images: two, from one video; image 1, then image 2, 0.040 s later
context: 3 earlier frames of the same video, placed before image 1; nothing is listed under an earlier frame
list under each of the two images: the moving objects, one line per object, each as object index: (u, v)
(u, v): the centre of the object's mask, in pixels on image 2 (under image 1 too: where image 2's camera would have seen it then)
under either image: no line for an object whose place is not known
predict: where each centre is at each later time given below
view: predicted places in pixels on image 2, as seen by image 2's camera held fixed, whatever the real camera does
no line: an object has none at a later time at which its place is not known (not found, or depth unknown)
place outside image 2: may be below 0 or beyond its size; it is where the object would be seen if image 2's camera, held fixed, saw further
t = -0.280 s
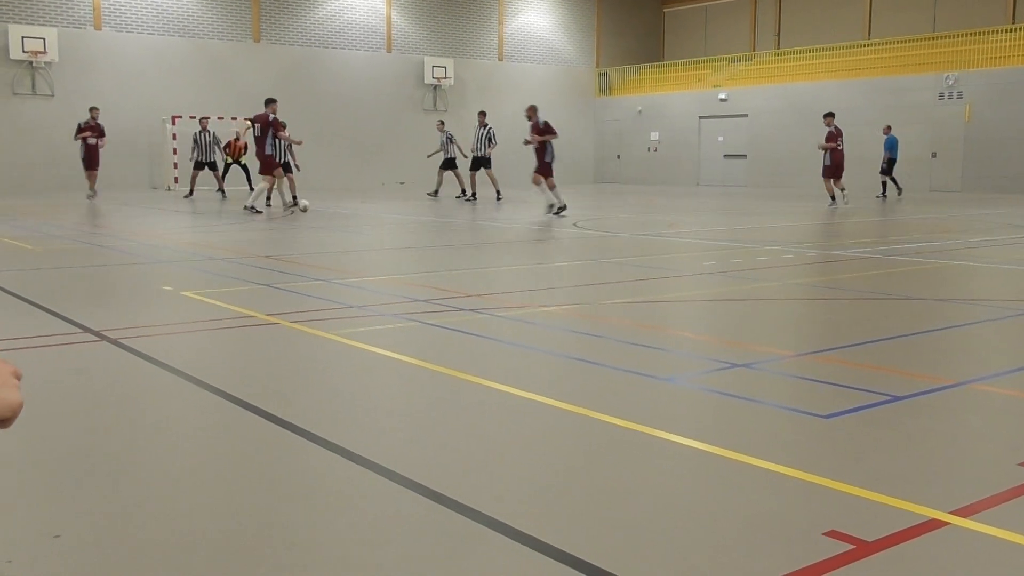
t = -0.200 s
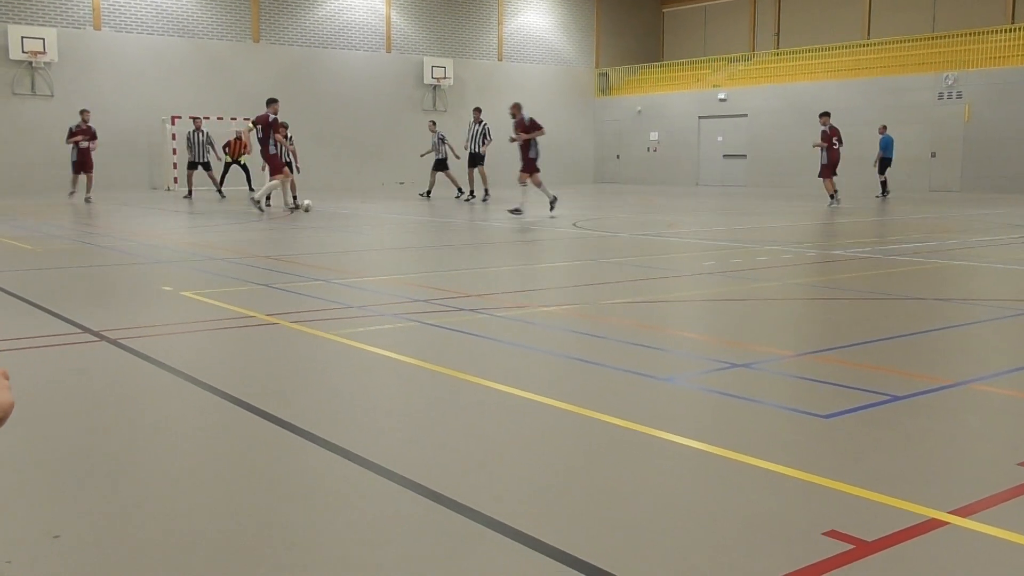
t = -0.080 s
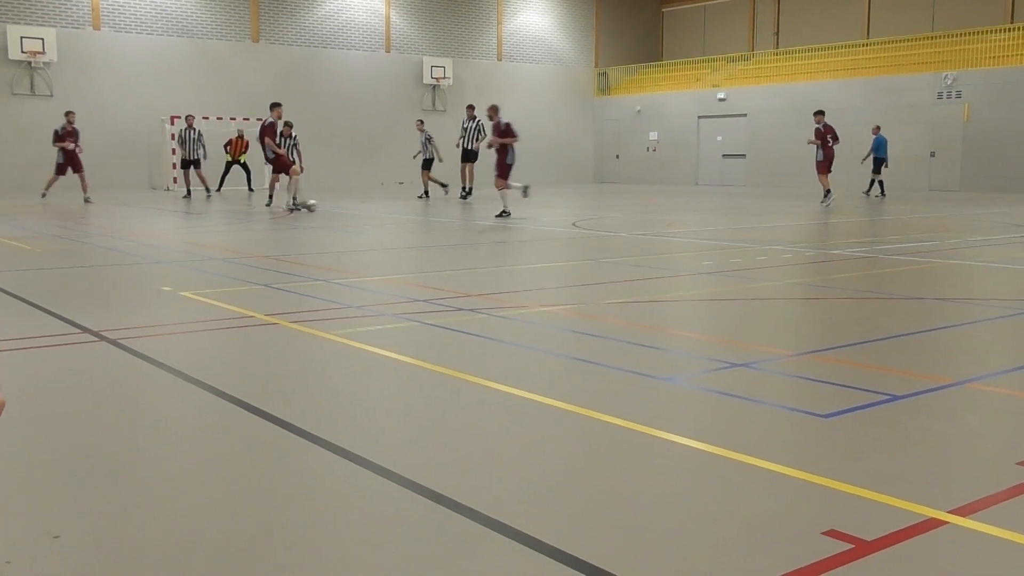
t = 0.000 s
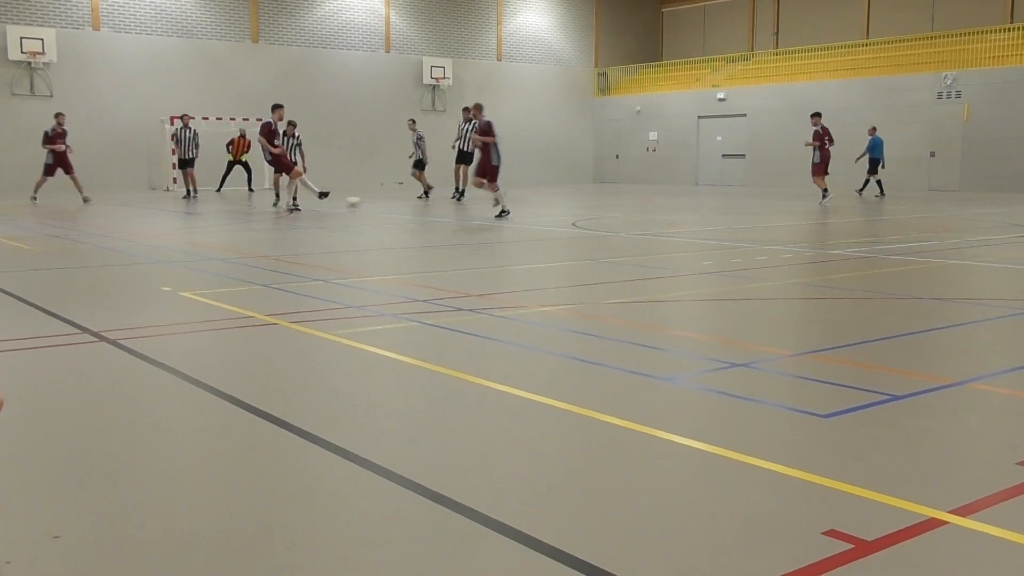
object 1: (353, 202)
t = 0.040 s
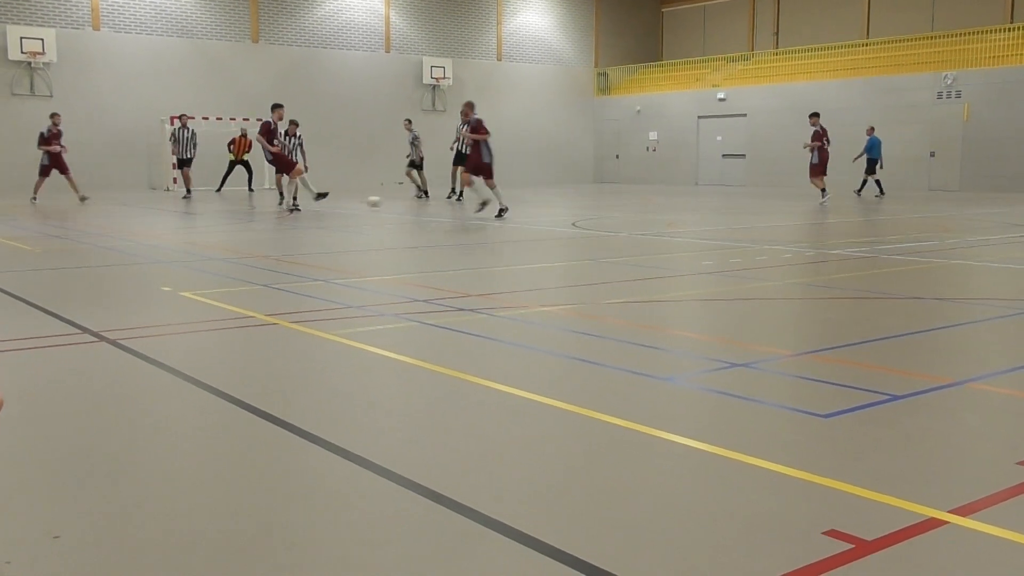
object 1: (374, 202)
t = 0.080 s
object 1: (394, 202)
